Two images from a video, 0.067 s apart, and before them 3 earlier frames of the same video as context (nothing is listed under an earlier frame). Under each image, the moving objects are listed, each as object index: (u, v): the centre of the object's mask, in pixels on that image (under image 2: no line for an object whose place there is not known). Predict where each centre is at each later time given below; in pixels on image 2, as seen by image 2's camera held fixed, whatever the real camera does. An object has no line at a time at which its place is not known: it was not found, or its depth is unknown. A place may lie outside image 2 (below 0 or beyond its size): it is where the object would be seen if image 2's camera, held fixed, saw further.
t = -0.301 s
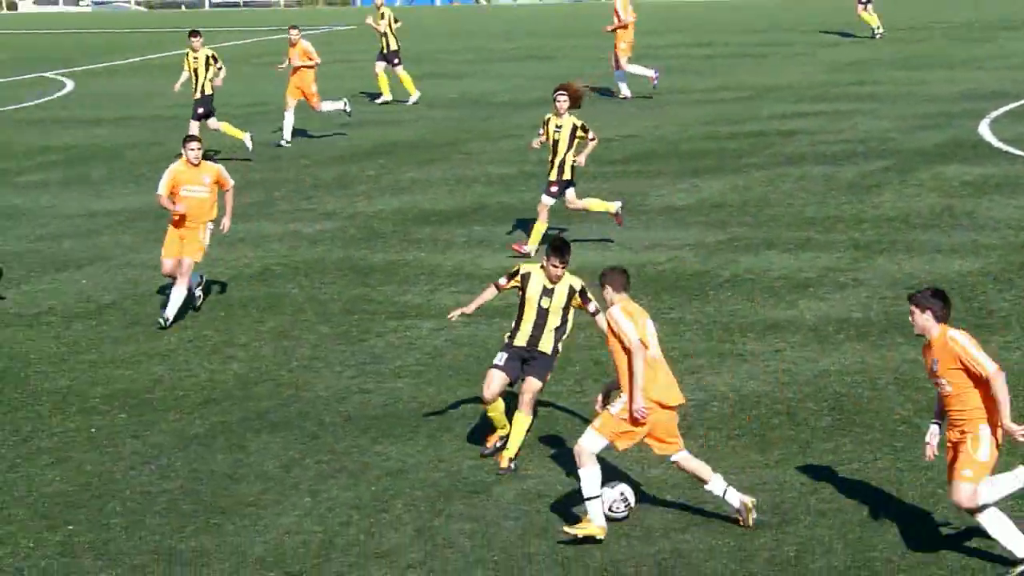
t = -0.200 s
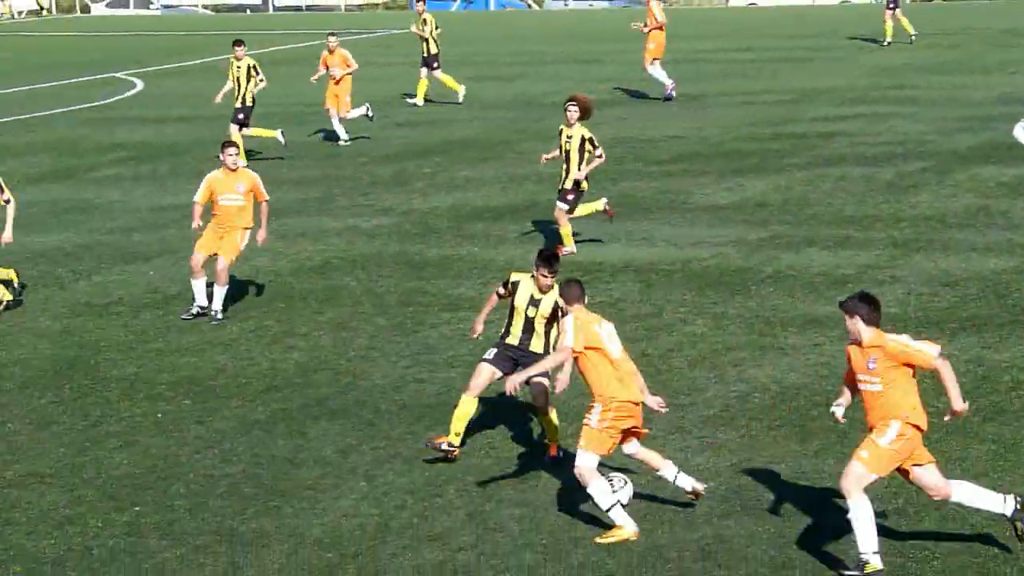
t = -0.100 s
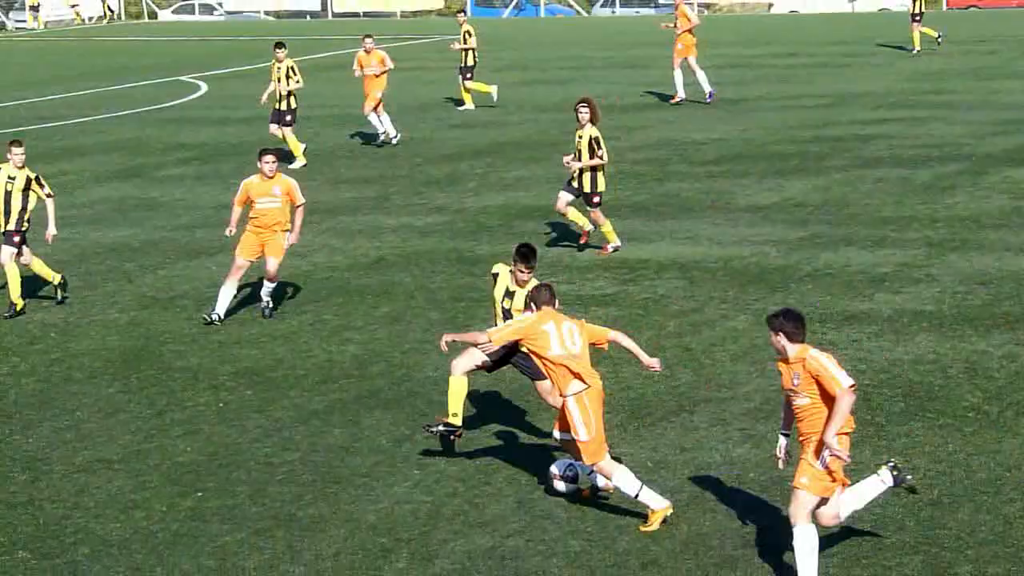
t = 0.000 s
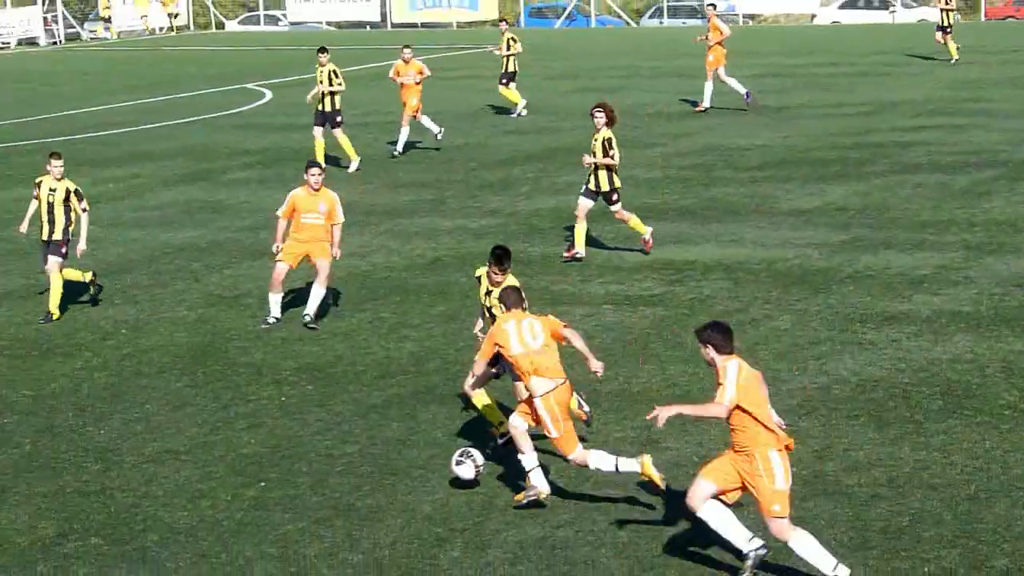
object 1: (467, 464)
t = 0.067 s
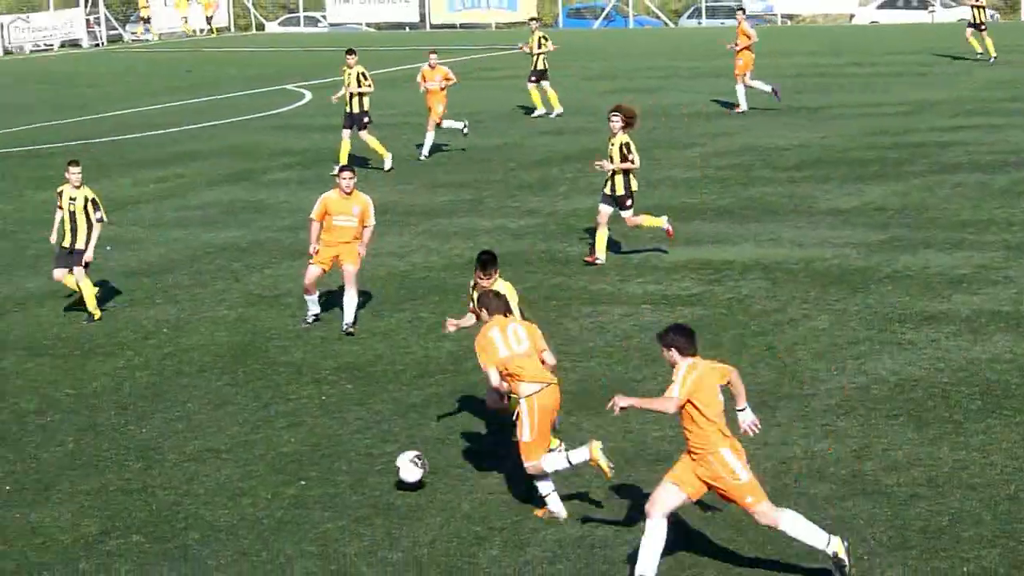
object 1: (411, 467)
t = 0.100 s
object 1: (363, 473)
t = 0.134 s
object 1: (314, 480)
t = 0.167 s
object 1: (266, 487)
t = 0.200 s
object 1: (226, 485)
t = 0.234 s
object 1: (187, 481)
